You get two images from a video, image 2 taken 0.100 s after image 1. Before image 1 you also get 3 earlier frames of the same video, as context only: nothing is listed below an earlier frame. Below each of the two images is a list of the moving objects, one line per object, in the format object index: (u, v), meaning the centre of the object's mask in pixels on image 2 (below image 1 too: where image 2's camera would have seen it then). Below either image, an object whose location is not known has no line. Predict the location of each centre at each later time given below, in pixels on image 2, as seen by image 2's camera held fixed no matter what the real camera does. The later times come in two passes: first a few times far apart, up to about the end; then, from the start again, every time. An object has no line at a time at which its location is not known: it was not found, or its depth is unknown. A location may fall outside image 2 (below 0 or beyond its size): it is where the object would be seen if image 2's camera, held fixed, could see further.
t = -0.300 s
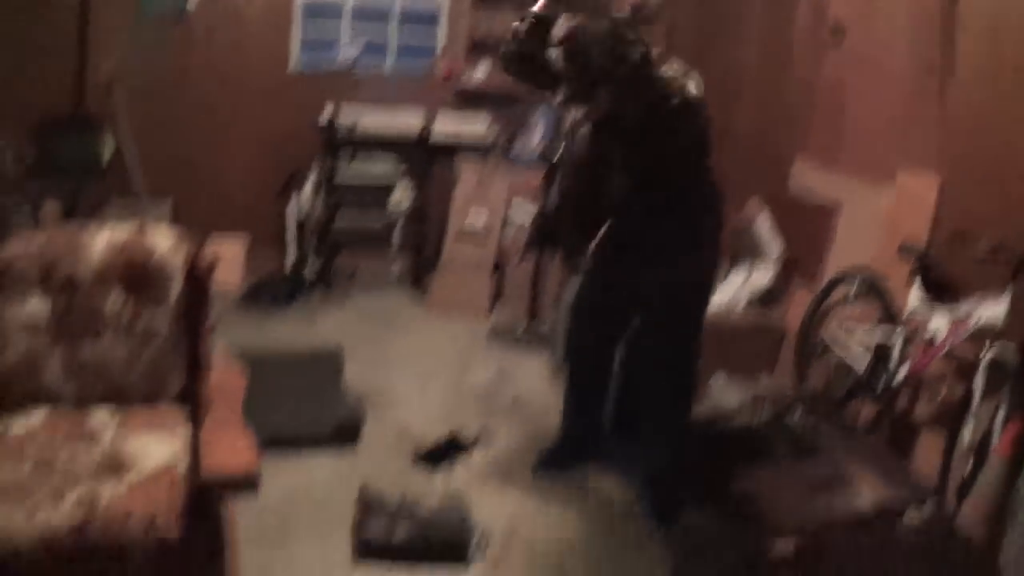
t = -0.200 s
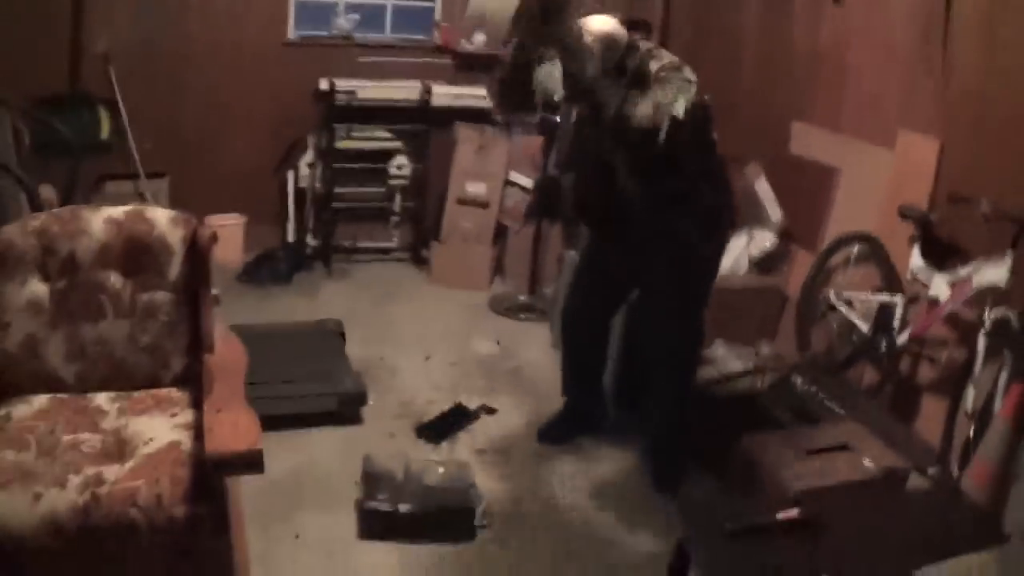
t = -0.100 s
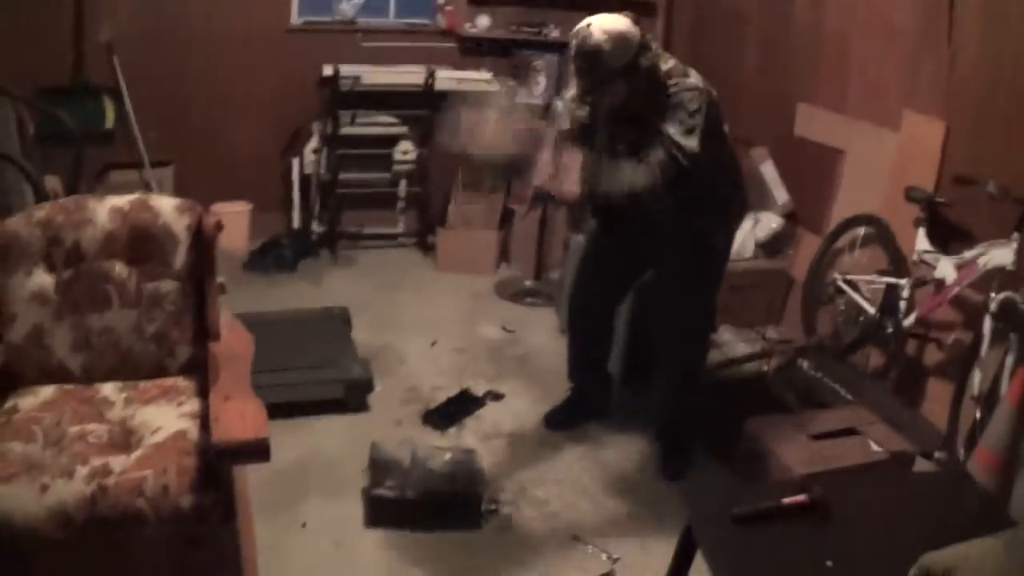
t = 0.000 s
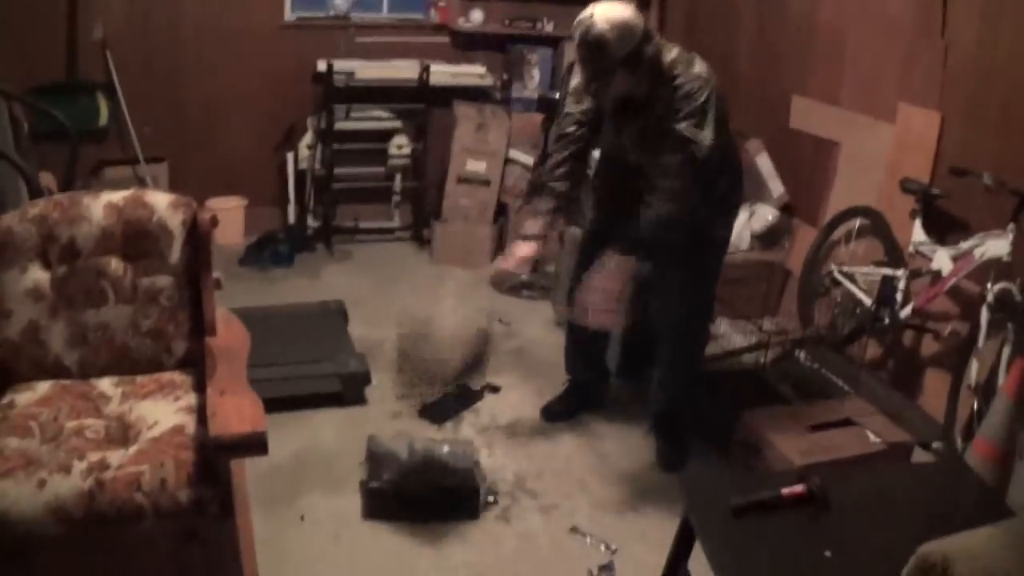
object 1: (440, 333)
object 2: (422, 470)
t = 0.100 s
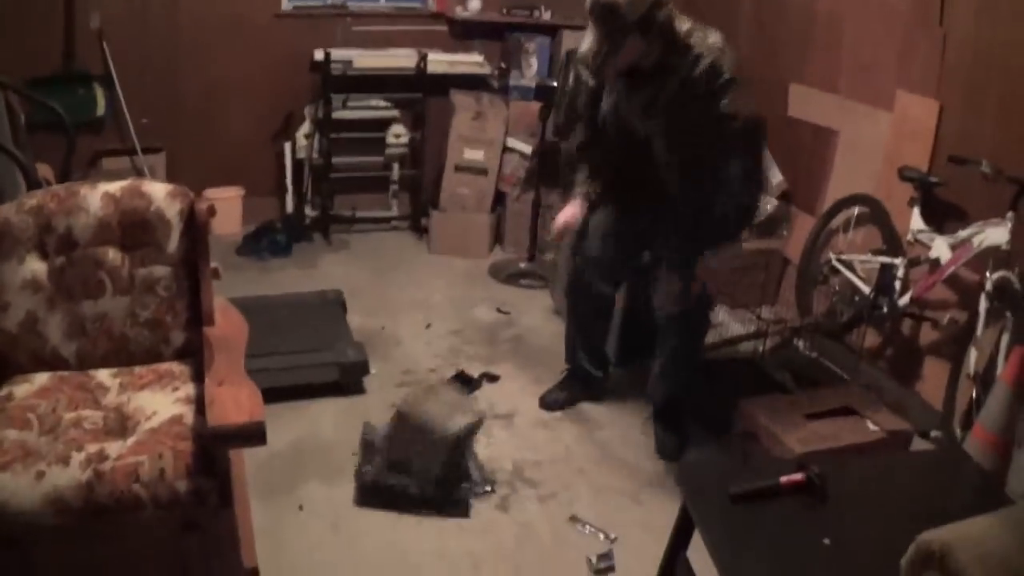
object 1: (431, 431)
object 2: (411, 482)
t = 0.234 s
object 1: (459, 403)
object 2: (396, 470)
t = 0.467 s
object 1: (519, 434)
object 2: (414, 467)
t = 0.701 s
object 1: (573, 425)
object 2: (414, 468)
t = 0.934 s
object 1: (596, 438)
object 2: (414, 468)
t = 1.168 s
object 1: (631, 451)
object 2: (415, 467)
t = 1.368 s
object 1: (638, 453)
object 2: (414, 467)
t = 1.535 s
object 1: (643, 453)
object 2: (416, 467)
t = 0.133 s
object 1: (438, 421)
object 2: (402, 480)
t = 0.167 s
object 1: (445, 411)
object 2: (403, 475)
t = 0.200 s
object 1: (454, 405)
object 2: (396, 471)
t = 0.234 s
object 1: (459, 403)
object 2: (396, 470)
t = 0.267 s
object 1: (468, 403)
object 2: (401, 471)
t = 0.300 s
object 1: (471, 412)
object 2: (403, 471)
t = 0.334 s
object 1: (478, 424)
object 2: (403, 472)
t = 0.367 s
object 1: (484, 427)
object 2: (403, 470)
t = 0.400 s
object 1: (497, 425)
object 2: (408, 468)
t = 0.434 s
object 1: (509, 430)
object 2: (413, 467)
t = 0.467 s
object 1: (519, 434)
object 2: (414, 467)
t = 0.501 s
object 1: (528, 425)
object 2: (414, 467)
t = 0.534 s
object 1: (539, 429)
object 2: (414, 467)
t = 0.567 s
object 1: (548, 427)
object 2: (415, 467)
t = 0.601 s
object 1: (556, 426)
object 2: (415, 468)
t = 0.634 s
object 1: (564, 425)
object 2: (415, 468)
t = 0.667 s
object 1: (569, 425)
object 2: (414, 468)
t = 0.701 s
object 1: (573, 425)
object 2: (414, 468)
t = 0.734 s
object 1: (578, 427)
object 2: (415, 468)
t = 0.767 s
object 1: (580, 429)
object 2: (415, 468)
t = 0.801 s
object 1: (583, 432)
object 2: (414, 468)
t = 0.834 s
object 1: (586, 436)
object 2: (415, 468)
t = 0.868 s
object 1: (589, 435)
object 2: (415, 468)
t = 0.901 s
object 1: (593, 437)
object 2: (415, 468)
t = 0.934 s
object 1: (596, 438)
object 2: (414, 468)
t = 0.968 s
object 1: (601, 440)
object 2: (415, 468)
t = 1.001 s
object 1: (605, 441)
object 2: (415, 468)
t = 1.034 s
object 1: (611, 444)
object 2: (415, 468)
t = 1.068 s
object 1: (615, 446)
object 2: (414, 468)
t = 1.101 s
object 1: (622, 448)
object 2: (415, 467)
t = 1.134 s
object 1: (627, 451)
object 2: (415, 467)
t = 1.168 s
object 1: (631, 451)
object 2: (415, 467)
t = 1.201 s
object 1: (636, 453)
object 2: (414, 468)
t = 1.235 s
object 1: (637, 452)
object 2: (415, 468)
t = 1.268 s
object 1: (638, 452)
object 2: (414, 467)
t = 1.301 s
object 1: (638, 453)
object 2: (414, 467)
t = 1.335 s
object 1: (639, 453)
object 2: (415, 467)
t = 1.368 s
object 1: (638, 453)
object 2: (414, 467)
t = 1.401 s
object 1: (639, 453)
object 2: (415, 467)
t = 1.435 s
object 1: (639, 453)
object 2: (415, 467)
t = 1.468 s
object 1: (638, 453)
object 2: (415, 467)
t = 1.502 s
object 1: (639, 453)
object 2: (416, 468)
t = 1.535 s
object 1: (643, 453)
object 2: (416, 467)
